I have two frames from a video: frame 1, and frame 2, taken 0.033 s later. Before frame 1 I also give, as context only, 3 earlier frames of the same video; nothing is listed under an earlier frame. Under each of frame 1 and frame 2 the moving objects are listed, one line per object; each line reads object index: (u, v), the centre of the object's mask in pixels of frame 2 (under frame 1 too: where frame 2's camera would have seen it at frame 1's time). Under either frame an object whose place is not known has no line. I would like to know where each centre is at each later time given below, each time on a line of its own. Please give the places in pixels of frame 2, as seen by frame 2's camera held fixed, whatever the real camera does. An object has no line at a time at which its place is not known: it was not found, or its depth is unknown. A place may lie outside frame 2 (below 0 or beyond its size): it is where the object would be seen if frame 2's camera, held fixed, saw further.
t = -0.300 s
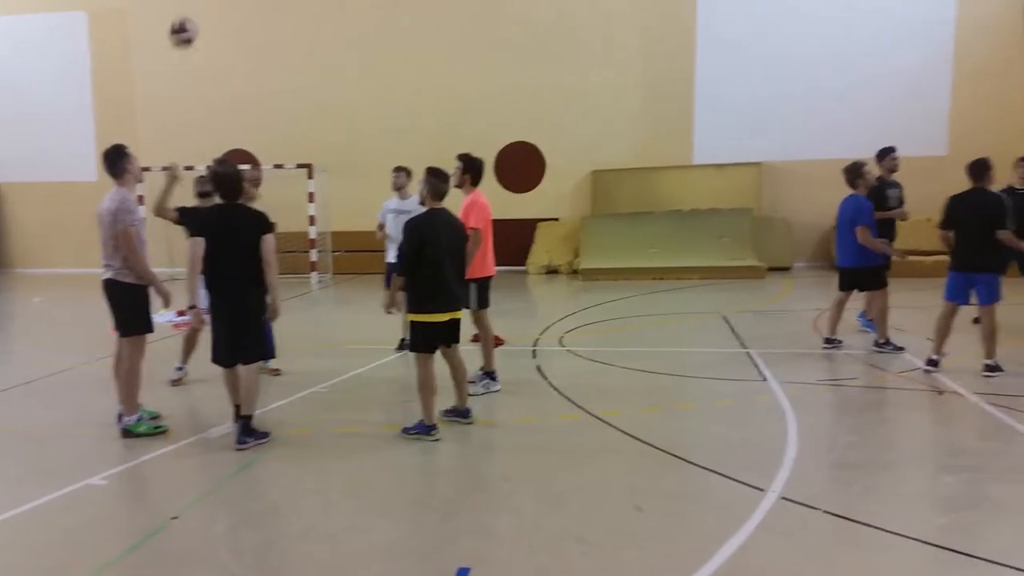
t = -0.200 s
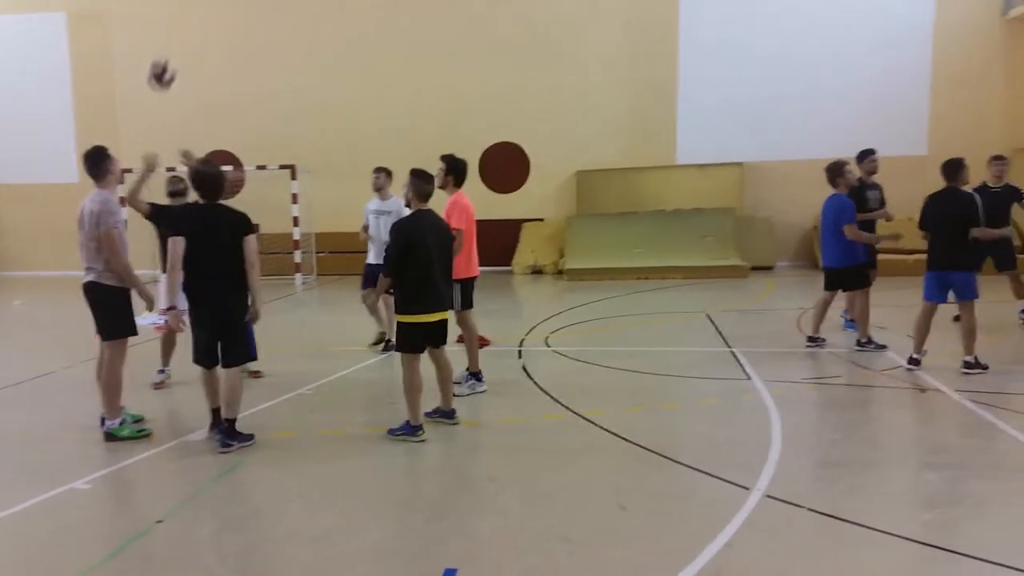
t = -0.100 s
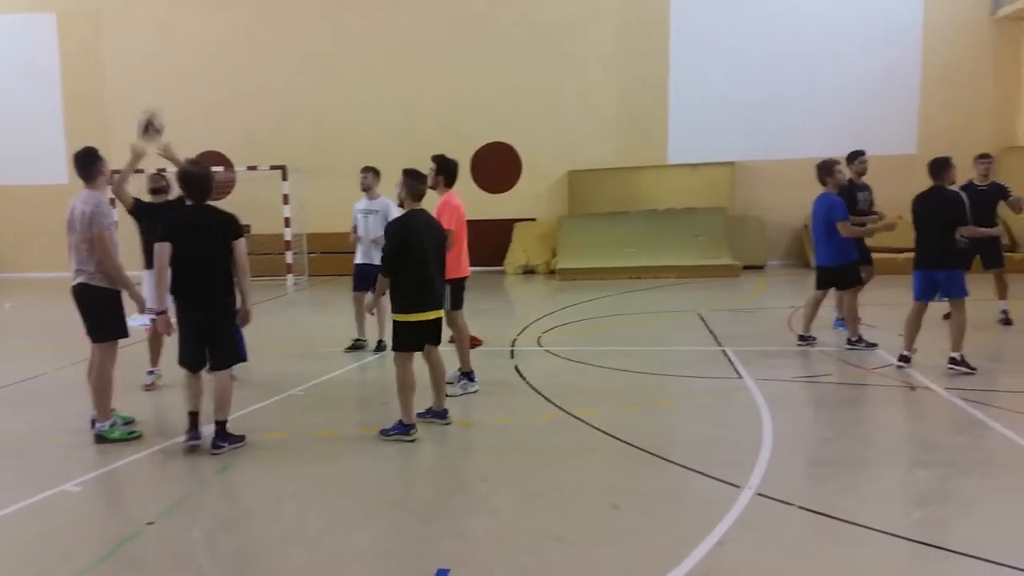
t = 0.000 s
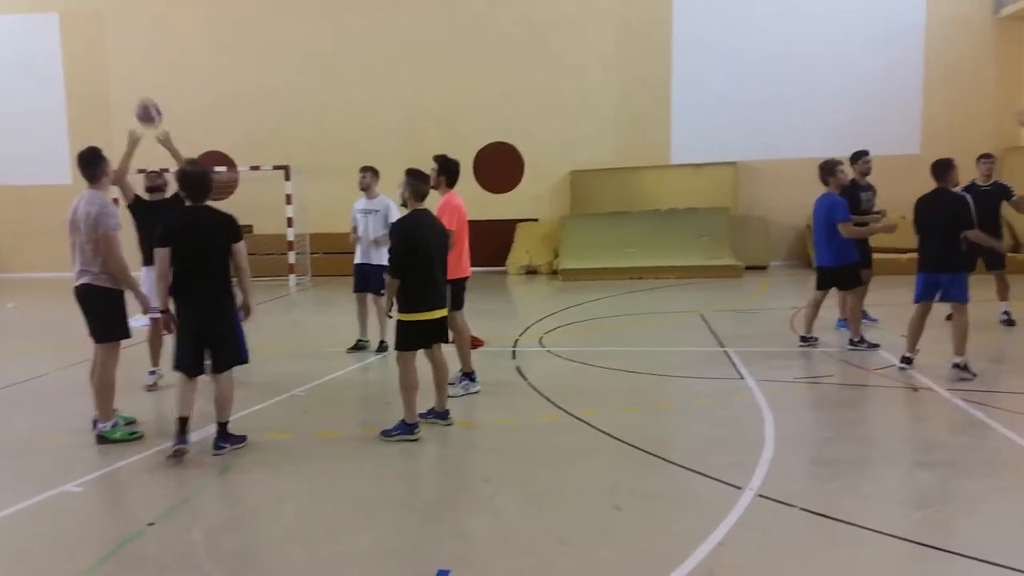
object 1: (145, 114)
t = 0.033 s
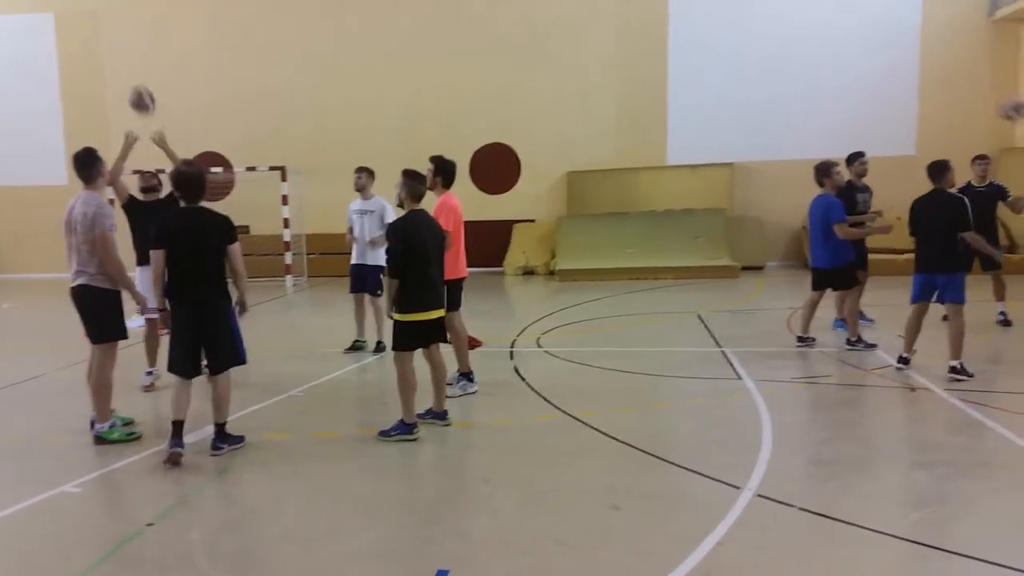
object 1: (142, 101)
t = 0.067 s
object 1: (139, 88)
